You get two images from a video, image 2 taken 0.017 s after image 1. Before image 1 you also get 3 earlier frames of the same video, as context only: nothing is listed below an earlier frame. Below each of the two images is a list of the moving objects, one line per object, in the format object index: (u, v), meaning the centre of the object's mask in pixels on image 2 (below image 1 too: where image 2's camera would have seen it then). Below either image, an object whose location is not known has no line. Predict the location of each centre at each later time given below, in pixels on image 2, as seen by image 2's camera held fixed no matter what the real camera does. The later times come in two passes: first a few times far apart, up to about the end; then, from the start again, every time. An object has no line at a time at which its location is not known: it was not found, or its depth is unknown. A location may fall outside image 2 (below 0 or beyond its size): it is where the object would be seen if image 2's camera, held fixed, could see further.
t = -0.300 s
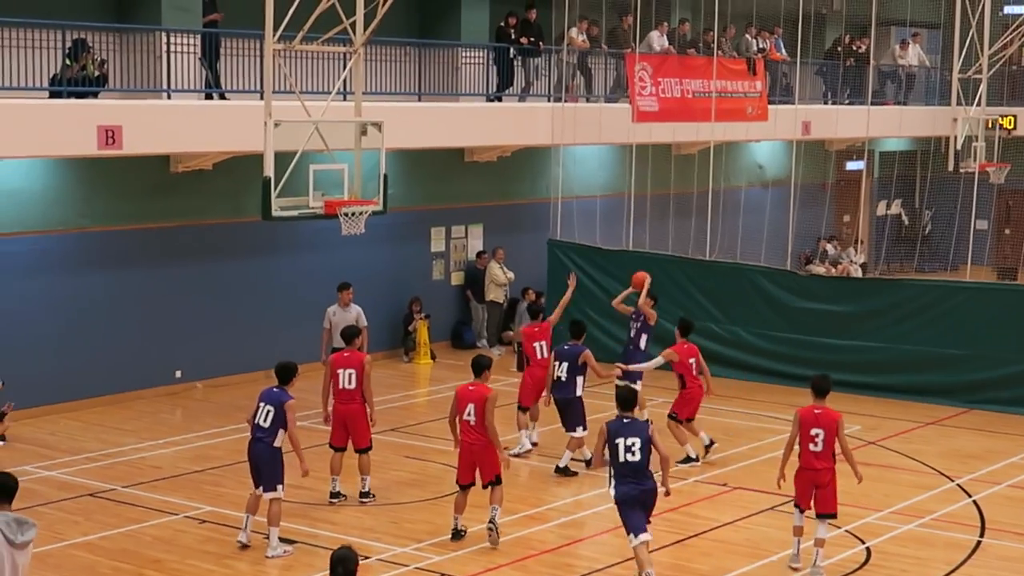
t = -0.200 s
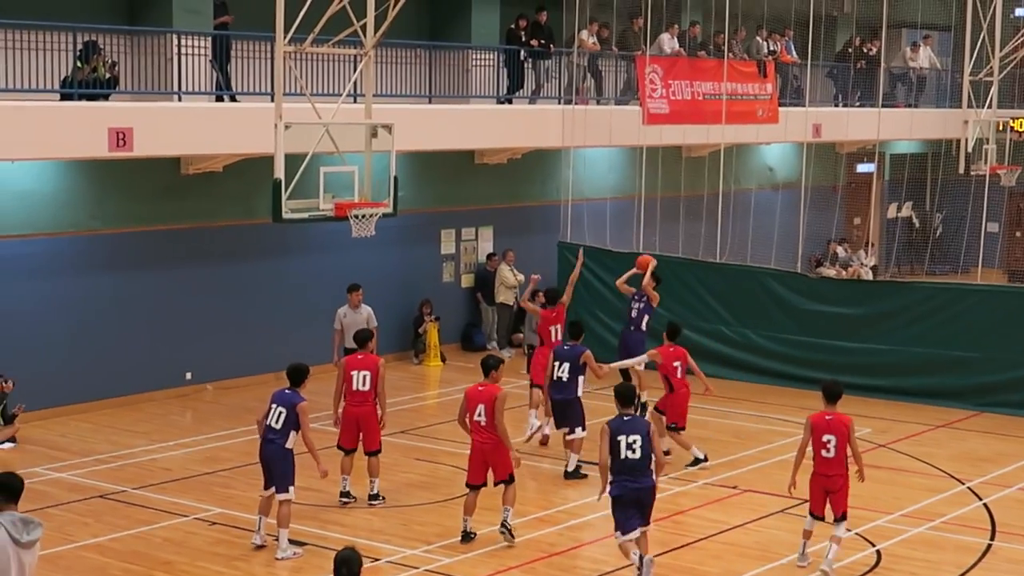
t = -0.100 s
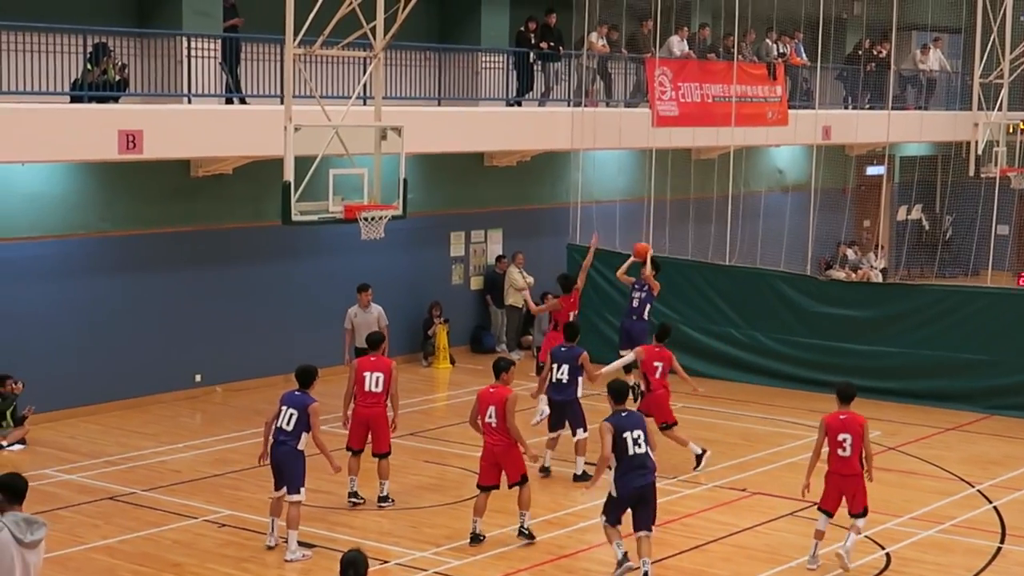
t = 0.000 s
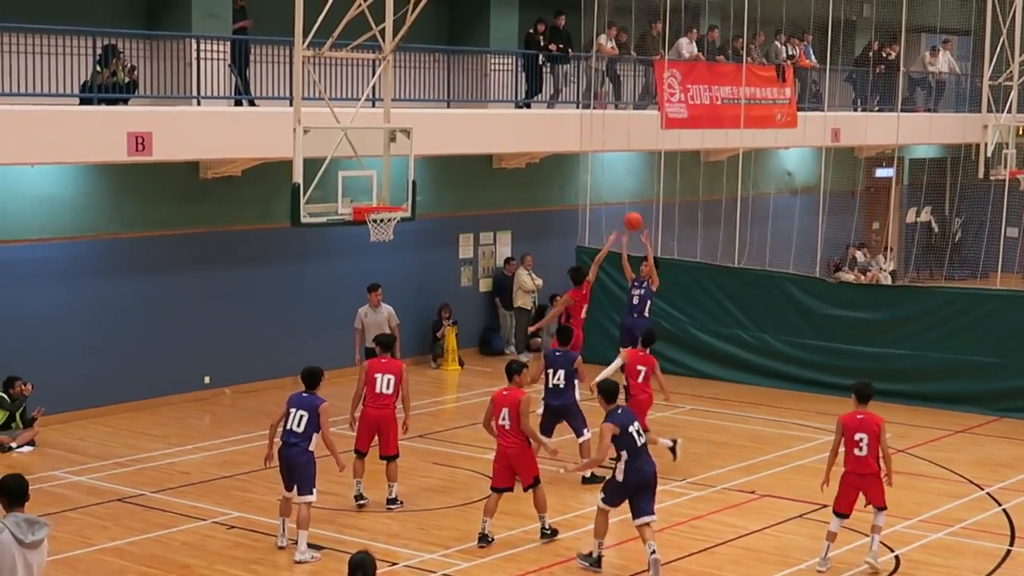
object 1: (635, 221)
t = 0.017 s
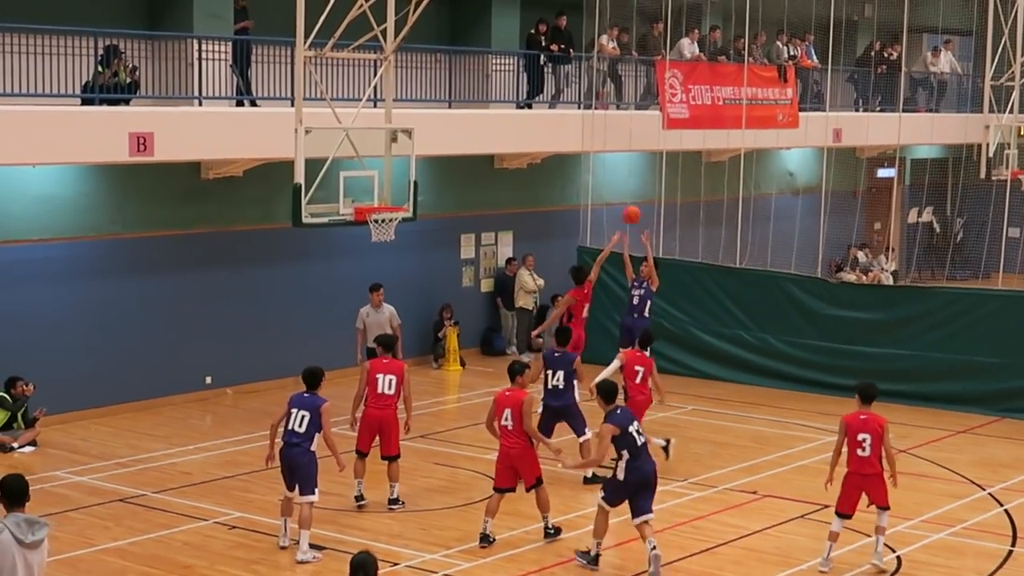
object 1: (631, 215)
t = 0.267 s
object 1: (582, 135)
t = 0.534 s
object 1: (524, 101)
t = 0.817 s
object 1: (458, 131)
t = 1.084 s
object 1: (403, 193)
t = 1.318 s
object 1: (392, 185)
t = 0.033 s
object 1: (628, 208)
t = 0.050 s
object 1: (625, 201)
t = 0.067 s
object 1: (621, 195)
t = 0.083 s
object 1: (618, 189)
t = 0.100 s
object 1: (615, 183)
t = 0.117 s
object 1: (612, 177)
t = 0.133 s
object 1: (608, 172)
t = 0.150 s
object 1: (605, 167)
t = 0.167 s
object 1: (602, 162)
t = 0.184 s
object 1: (598, 157)
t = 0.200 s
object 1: (595, 152)
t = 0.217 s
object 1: (592, 147)
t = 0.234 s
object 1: (589, 143)
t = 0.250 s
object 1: (586, 139)
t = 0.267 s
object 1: (582, 135)
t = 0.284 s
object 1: (578, 131)
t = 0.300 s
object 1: (575, 127)
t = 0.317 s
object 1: (572, 124)
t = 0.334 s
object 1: (567, 121)
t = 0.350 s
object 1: (564, 118)
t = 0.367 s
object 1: (560, 116)
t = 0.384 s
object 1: (557, 113)
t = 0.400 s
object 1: (553, 111)
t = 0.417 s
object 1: (550, 109)
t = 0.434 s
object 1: (546, 107)
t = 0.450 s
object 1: (543, 106)
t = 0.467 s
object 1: (539, 104)
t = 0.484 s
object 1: (535, 103)
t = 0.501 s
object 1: (532, 102)
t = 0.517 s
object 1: (529, 102)
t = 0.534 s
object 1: (524, 101)
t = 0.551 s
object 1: (521, 101)
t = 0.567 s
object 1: (517, 101)
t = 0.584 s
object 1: (512, 102)
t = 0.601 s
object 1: (510, 102)
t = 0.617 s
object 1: (505, 103)
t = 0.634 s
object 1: (501, 103)
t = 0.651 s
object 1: (497, 105)
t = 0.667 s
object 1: (494, 106)
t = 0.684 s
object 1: (490, 108)
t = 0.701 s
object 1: (485, 110)
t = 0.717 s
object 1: (481, 112)
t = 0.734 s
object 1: (478, 115)
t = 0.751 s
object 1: (474, 117)
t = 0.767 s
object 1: (470, 120)
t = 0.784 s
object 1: (466, 124)
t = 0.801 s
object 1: (462, 127)
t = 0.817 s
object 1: (458, 131)
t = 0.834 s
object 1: (454, 135)
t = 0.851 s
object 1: (450, 139)
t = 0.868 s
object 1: (446, 144)
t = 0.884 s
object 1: (441, 148)
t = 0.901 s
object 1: (437, 153)
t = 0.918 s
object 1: (433, 159)
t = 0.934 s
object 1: (430, 164)
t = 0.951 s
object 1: (426, 170)
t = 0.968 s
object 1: (421, 176)
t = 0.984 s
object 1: (417, 182)
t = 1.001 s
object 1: (413, 189)
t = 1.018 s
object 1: (408, 196)
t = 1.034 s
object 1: (406, 200)
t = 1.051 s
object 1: (404, 198)
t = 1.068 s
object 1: (404, 195)
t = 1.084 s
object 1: (403, 193)
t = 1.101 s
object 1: (402, 191)
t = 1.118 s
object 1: (401, 189)
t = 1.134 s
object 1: (401, 188)
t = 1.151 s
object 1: (400, 186)
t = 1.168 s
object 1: (399, 185)
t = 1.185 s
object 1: (398, 184)
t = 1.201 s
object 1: (397, 183)
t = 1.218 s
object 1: (397, 183)
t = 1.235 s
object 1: (396, 183)
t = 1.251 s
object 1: (396, 183)
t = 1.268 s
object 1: (395, 183)
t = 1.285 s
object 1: (394, 184)
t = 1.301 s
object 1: (393, 185)
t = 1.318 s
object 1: (392, 185)
